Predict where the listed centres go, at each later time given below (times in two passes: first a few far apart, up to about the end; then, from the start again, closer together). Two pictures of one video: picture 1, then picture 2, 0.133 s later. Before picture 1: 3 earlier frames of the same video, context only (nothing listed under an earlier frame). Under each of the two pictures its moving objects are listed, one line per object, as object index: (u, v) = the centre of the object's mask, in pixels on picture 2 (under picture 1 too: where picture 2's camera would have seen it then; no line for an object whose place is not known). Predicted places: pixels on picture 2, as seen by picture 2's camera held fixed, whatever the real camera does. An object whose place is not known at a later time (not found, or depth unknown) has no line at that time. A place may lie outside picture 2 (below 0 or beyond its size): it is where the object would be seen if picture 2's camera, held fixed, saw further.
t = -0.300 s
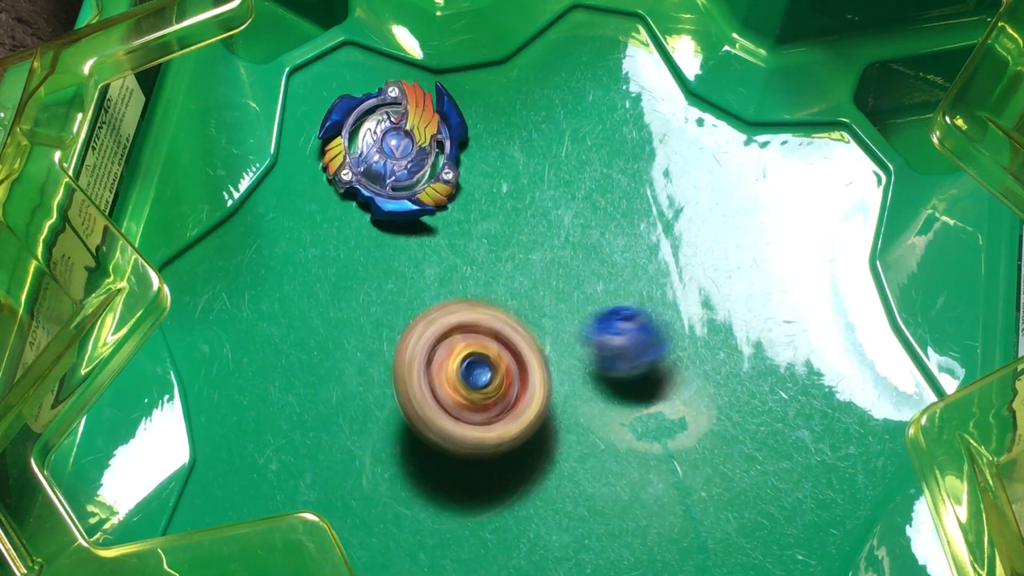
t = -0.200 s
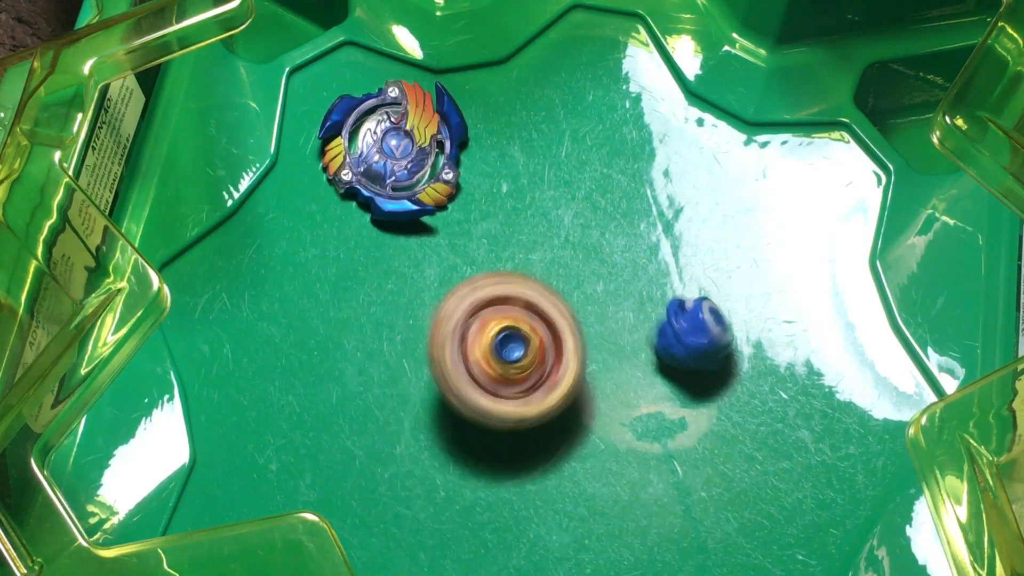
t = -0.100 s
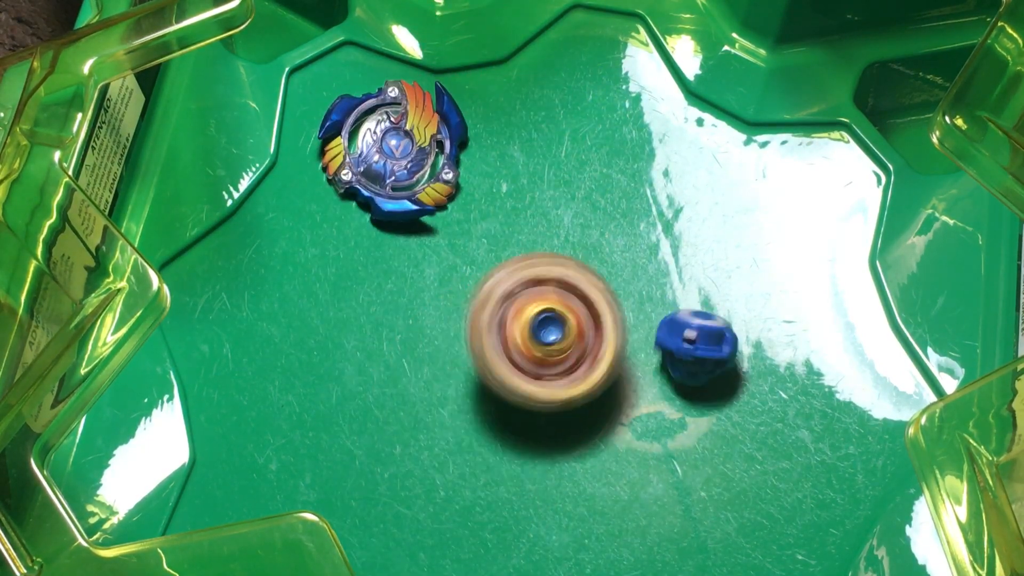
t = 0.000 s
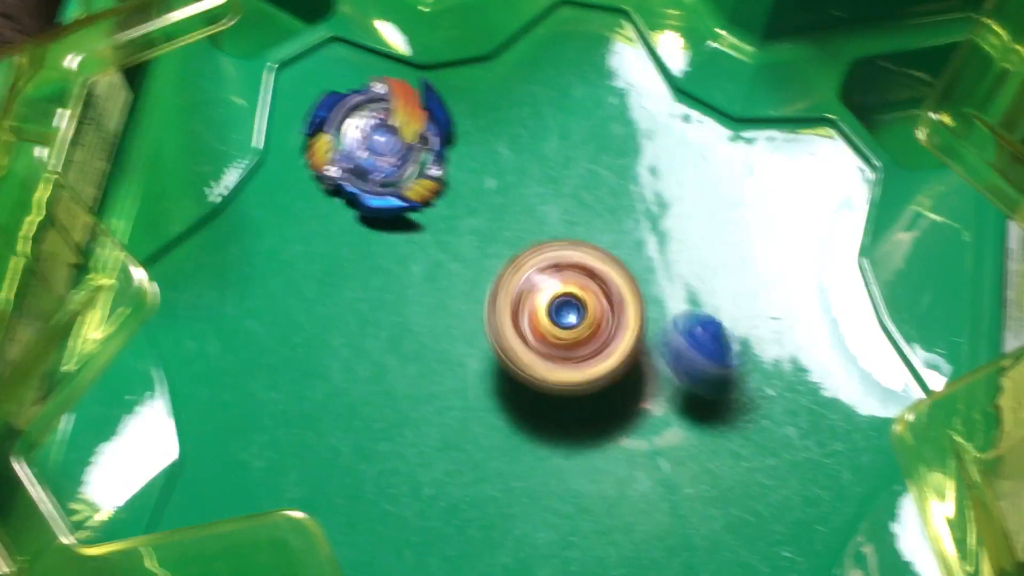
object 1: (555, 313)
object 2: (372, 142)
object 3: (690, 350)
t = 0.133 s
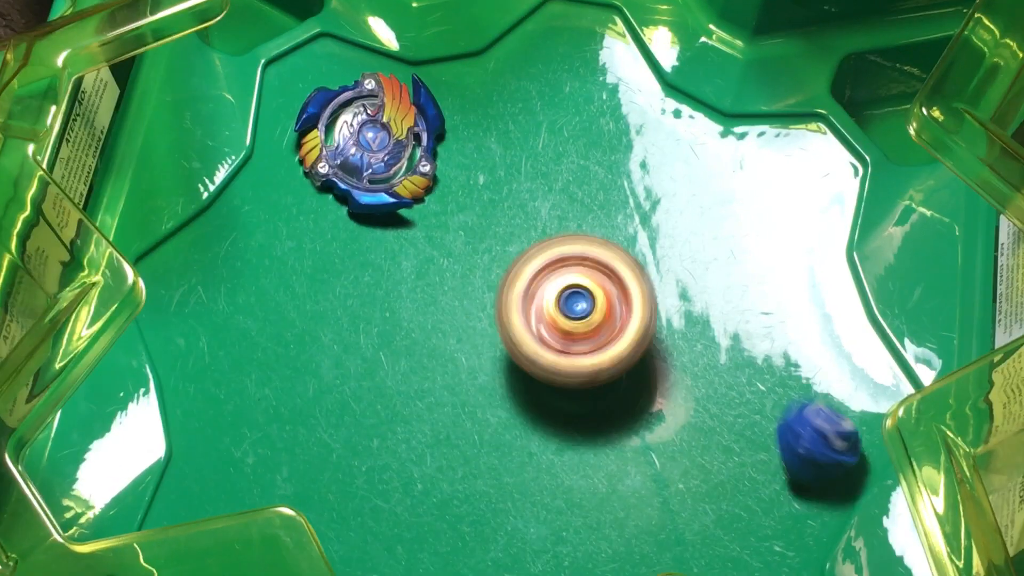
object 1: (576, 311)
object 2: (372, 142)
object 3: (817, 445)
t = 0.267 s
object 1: (599, 326)
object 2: (372, 142)
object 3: (769, 479)
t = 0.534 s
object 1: (580, 331)
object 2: (372, 143)
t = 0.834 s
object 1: (510, 284)
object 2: (373, 145)
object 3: (233, 309)
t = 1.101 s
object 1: (471, 265)
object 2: (377, 145)
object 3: (335, 227)
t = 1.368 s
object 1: (481, 318)
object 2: (377, 148)
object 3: (360, 352)
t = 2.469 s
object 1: (541, 318)
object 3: (470, 437)
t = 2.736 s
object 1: (532, 277)
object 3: (465, 384)
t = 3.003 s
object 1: (518, 287)
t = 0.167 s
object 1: (584, 314)
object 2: (372, 142)
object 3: (814, 451)
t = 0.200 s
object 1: (589, 317)
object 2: (372, 142)
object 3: (806, 461)
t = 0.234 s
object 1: (594, 322)
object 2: (372, 142)
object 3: (792, 468)
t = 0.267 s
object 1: (599, 326)
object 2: (372, 142)
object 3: (769, 479)
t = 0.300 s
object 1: (600, 332)
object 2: (372, 142)
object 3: (739, 477)
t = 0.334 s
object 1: (603, 339)
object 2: (372, 142)
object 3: (709, 472)
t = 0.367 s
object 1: (603, 344)
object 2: (372, 142)
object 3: (689, 460)
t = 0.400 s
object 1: (600, 351)
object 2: (372, 142)
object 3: (676, 451)
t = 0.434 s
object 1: (599, 355)
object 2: (372, 142)
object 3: (664, 447)
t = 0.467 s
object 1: (593, 349)
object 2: (372, 142)
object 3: (645, 505)
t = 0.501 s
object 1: (587, 339)
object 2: (372, 142)
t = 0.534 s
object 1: (580, 331)
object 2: (372, 143)
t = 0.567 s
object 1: (570, 327)
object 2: (372, 144)
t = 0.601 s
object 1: (563, 321)
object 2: (372, 144)
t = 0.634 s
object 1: (554, 315)
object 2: (372, 144)
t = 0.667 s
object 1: (548, 310)
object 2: (372, 144)
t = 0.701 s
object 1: (539, 304)
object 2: (373, 144)
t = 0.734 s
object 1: (532, 301)
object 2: (373, 145)
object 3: (189, 492)
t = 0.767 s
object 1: (524, 295)
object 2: (373, 145)
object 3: (193, 430)
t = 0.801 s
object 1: (516, 289)
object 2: (373, 145)
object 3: (209, 366)
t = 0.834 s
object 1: (510, 284)
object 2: (373, 145)
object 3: (233, 309)
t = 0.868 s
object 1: (501, 279)
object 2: (373, 145)
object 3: (258, 256)
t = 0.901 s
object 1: (498, 274)
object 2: (374, 145)
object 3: (289, 213)
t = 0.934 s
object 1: (491, 269)
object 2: (381, 141)
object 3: (324, 185)
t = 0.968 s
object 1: (487, 267)
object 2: (382, 135)
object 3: (352, 177)
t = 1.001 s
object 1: (482, 263)
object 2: (379, 134)
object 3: (364, 188)
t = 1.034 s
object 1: (476, 262)
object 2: (375, 135)
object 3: (374, 203)
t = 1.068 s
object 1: (474, 262)
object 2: (377, 138)
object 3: (361, 213)
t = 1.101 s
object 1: (471, 265)
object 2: (377, 145)
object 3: (335, 227)
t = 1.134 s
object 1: (472, 268)
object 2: (377, 148)
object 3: (316, 236)
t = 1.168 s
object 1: (470, 274)
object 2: (377, 147)
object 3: (306, 249)
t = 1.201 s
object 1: (473, 281)
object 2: (377, 147)
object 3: (301, 271)
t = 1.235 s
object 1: (473, 288)
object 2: (377, 148)
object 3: (305, 290)
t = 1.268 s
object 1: (476, 296)
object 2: (377, 148)
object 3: (315, 306)
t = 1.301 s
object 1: (477, 303)
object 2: (377, 148)
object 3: (327, 320)
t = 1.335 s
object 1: (479, 312)
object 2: (377, 148)
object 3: (343, 338)
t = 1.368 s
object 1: (481, 318)
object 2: (377, 148)
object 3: (360, 352)
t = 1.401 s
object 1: (484, 328)
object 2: (377, 148)
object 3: (360, 365)
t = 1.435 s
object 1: (488, 335)
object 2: (377, 148)
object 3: (356, 379)
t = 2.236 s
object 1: (548, 365)
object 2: (377, 147)
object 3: (418, 452)
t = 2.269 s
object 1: (548, 360)
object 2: (377, 147)
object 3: (439, 455)
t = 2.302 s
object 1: (547, 352)
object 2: (377, 147)
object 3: (455, 456)
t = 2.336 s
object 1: (545, 346)
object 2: (377, 147)
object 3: (462, 454)
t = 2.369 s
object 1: (545, 338)
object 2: (377, 147)
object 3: (465, 452)
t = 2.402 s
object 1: (542, 331)
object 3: (467, 448)
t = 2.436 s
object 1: (543, 324)
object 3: (468, 444)
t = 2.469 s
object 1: (541, 318)
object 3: (470, 437)
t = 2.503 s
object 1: (542, 310)
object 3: (471, 431)
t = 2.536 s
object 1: (539, 304)
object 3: (473, 420)
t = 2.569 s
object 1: (541, 298)
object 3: (475, 409)
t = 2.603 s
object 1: (538, 292)
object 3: (476, 399)
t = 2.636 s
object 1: (539, 288)
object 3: (476, 393)
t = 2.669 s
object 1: (536, 283)
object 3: (474, 389)
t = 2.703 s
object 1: (535, 281)
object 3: (469, 387)
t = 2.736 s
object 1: (532, 277)
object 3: (465, 384)
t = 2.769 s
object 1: (529, 277)
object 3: (464, 380)
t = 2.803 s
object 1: (523, 276)
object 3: (464, 379)
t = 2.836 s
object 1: (519, 279)
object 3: (463, 380)
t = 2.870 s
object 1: (517, 281)
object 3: (452, 381)
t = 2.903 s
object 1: (517, 283)
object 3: (437, 382)
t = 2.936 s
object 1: (517, 284)
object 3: (425, 381)
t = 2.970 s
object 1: (518, 284)
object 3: (418, 385)
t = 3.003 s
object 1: (518, 287)
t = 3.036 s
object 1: (517, 289)
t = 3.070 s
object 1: (517, 292)
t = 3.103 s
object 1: (517, 299)
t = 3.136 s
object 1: (515, 305)
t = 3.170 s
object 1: (514, 311)
